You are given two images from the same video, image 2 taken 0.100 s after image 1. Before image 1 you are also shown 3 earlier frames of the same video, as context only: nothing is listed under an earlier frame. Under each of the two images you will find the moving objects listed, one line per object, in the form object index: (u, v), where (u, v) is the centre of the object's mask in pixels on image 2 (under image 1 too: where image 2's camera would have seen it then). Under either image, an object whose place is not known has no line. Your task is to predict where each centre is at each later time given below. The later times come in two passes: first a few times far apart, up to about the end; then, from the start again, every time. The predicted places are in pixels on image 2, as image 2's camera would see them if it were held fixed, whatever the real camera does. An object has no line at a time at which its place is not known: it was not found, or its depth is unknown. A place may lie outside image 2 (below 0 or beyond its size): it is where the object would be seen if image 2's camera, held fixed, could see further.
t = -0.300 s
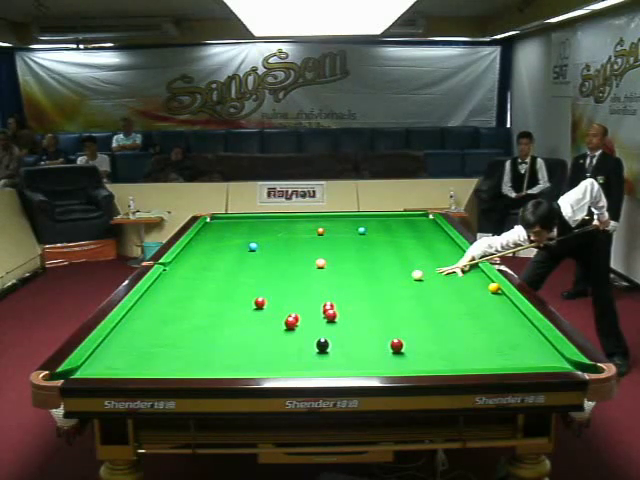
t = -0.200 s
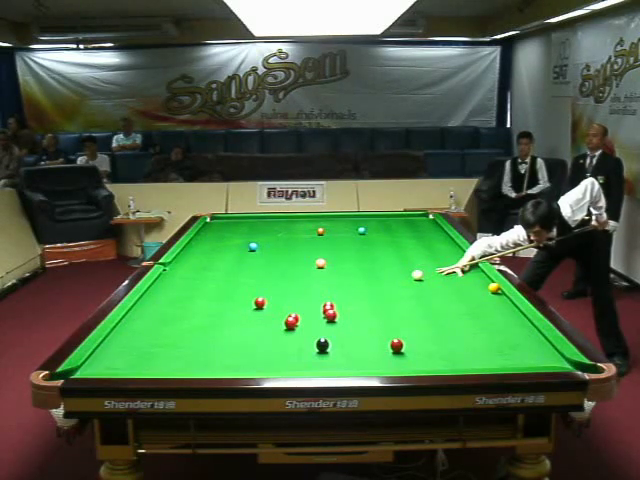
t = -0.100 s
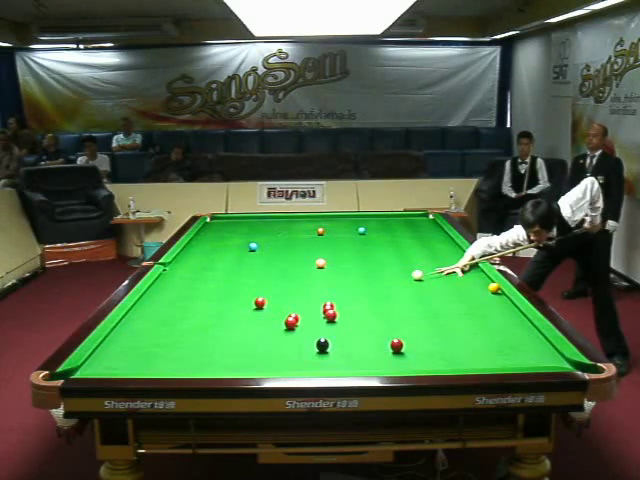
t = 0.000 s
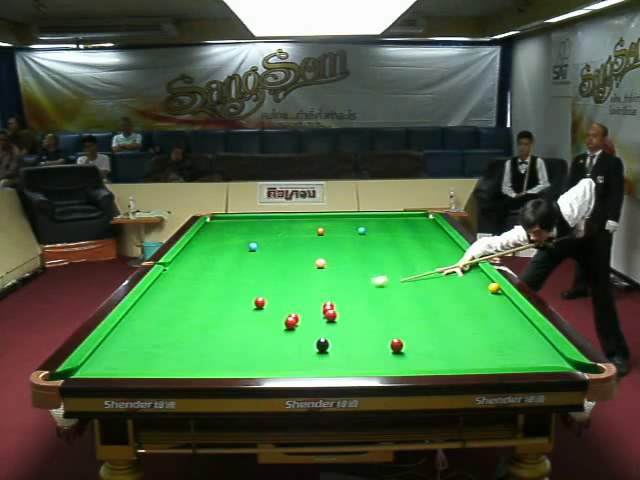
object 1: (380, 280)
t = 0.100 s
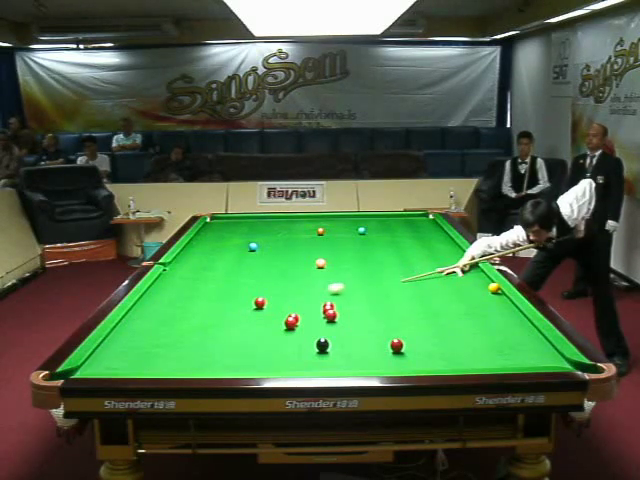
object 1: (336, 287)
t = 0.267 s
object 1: (268, 298)
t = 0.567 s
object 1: (232, 294)
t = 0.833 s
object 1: (207, 290)
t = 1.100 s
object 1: (185, 287)
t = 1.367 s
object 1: (164, 284)
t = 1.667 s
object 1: (170, 280)
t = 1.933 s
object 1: (186, 278)
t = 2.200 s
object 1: (200, 275)
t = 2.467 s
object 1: (213, 272)
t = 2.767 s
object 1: (226, 270)
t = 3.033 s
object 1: (236, 268)
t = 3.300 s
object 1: (245, 267)
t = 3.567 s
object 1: (252, 266)
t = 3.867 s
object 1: (259, 264)
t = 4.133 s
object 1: (264, 263)
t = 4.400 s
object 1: (269, 263)
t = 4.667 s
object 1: (272, 262)
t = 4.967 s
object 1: (275, 262)
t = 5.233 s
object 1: (276, 261)
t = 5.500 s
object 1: (276, 261)
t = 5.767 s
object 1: (276, 261)
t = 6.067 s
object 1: (276, 261)
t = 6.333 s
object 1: (276, 261)
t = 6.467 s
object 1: (276, 261)
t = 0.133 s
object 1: (321, 290)
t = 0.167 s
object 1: (307, 292)
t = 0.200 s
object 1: (293, 294)
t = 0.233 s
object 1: (280, 296)
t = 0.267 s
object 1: (268, 298)
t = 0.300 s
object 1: (261, 298)
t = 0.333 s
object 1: (256, 298)
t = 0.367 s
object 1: (252, 297)
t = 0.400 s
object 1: (249, 297)
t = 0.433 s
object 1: (245, 296)
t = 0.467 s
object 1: (242, 296)
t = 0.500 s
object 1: (238, 295)
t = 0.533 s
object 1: (235, 295)
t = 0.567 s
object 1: (232, 294)
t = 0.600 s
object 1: (229, 294)
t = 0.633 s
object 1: (226, 293)
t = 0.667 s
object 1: (223, 293)
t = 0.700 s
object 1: (219, 292)
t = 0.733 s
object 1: (216, 292)
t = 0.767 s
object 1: (213, 291)
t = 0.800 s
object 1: (210, 291)
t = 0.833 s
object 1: (207, 290)
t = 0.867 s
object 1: (204, 290)
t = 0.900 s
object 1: (201, 289)
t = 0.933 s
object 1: (198, 289)
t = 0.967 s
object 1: (196, 288)
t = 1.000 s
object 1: (193, 288)
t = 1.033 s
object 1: (190, 288)
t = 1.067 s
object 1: (187, 287)
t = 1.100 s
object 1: (185, 287)
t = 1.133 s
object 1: (182, 286)
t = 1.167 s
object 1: (179, 286)
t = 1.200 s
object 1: (177, 285)
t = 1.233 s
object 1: (174, 285)
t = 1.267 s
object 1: (171, 285)
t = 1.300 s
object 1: (169, 284)
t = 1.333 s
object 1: (166, 284)
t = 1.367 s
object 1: (164, 284)
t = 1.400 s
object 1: (161, 283)
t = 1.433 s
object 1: (159, 283)
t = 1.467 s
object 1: (157, 283)
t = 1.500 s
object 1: (158, 282)
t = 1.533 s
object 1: (160, 282)
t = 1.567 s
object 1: (163, 281)
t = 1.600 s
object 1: (165, 281)
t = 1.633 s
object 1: (167, 280)
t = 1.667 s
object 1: (170, 280)
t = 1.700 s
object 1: (172, 280)
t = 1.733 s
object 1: (174, 279)
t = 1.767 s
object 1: (176, 279)
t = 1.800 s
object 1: (178, 279)
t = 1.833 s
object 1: (180, 278)
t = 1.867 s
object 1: (182, 278)
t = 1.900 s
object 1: (184, 278)
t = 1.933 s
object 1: (186, 278)
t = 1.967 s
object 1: (188, 277)
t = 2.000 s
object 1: (189, 276)
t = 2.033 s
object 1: (192, 276)
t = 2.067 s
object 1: (193, 276)
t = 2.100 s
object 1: (195, 276)
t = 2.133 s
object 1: (197, 275)
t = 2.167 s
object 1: (199, 275)
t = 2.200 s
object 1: (200, 275)
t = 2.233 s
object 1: (202, 274)
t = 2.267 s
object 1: (204, 274)
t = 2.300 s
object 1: (205, 273)
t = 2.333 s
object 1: (207, 274)
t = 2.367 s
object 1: (208, 273)
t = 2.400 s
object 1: (210, 273)
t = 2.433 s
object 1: (212, 273)
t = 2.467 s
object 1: (213, 272)
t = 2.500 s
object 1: (215, 272)
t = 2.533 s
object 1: (216, 272)
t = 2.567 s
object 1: (218, 272)
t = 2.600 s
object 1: (219, 271)
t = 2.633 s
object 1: (221, 271)
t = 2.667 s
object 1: (222, 271)
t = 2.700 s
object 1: (224, 270)
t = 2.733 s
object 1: (225, 270)
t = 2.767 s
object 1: (226, 270)
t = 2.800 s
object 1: (227, 270)
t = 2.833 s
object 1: (229, 270)
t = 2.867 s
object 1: (230, 269)
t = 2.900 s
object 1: (231, 269)
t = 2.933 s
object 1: (232, 269)
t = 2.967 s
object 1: (234, 269)
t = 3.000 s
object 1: (234, 269)
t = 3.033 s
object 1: (236, 268)
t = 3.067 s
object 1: (237, 268)
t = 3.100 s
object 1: (238, 268)
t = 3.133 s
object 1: (239, 268)
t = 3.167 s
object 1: (240, 267)
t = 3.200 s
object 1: (241, 267)
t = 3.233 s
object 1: (242, 267)
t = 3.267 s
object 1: (243, 267)
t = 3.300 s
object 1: (245, 267)
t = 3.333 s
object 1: (245, 267)
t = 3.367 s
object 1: (246, 267)
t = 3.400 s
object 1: (247, 266)
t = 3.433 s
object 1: (249, 266)
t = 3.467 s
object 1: (250, 266)
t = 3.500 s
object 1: (250, 266)
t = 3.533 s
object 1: (251, 266)
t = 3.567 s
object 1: (252, 266)
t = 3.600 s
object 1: (253, 265)
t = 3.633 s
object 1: (254, 265)
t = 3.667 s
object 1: (255, 265)
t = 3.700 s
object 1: (255, 265)
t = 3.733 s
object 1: (256, 265)
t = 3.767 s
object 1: (257, 265)
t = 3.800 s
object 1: (258, 265)
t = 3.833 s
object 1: (259, 264)
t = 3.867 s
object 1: (259, 264)
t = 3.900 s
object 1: (260, 264)
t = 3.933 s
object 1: (260, 264)
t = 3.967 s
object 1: (261, 264)
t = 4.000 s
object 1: (262, 264)
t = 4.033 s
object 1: (263, 264)
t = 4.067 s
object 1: (263, 264)
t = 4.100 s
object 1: (264, 264)
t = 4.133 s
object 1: (264, 263)
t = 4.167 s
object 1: (265, 263)
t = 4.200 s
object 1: (266, 263)
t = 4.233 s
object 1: (266, 263)
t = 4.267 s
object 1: (267, 263)
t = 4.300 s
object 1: (267, 263)
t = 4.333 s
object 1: (268, 263)
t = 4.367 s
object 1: (268, 263)
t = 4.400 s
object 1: (269, 263)
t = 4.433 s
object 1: (269, 263)
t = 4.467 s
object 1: (269, 263)
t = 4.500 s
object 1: (270, 262)
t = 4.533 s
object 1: (271, 262)
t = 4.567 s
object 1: (271, 262)
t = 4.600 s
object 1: (272, 262)
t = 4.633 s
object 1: (272, 262)
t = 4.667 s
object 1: (272, 262)
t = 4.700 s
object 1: (272, 262)
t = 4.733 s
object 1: (273, 262)
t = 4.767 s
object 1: (273, 262)
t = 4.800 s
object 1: (274, 262)
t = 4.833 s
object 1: (274, 262)
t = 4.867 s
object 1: (274, 262)
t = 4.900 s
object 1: (274, 262)
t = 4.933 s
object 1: (275, 262)
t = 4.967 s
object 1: (275, 262)
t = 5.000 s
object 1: (275, 262)
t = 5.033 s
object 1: (275, 261)
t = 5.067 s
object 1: (275, 261)
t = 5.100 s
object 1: (276, 261)
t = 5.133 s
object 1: (276, 261)
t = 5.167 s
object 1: (276, 261)
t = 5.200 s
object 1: (276, 261)
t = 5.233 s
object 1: (276, 261)
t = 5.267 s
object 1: (276, 261)
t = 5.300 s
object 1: (276, 261)
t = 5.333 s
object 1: (276, 261)
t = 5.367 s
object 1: (276, 261)
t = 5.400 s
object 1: (276, 261)
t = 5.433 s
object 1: (276, 261)
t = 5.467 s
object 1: (276, 261)
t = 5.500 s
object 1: (276, 261)
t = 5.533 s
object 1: (276, 261)
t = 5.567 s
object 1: (276, 261)
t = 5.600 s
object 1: (276, 261)
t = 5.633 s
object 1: (276, 261)
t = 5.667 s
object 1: (276, 261)
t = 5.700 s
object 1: (276, 261)
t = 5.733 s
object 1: (276, 261)
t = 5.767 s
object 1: (276, 261)
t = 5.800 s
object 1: (276, 261)
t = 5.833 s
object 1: (276, 261)
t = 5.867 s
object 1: (276, 261)
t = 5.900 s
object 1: (276, 261)
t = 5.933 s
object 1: (276, 261)
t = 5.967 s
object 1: (276, 261)
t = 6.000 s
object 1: (276, 261)
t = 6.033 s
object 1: (276, 261)
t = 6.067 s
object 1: (276, 261)
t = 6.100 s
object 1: (276, 261)
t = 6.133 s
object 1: (276, 261)
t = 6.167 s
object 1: (276, 261)
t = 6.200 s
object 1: (276, 261)
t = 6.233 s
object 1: (276, 261)
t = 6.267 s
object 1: (276, 261)
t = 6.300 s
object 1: (276, 261)
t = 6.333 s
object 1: (276, 261)
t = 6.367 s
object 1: (276, 261)
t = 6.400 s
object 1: (276, 261)
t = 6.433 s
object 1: (276, 261)
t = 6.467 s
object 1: (276, 261)
